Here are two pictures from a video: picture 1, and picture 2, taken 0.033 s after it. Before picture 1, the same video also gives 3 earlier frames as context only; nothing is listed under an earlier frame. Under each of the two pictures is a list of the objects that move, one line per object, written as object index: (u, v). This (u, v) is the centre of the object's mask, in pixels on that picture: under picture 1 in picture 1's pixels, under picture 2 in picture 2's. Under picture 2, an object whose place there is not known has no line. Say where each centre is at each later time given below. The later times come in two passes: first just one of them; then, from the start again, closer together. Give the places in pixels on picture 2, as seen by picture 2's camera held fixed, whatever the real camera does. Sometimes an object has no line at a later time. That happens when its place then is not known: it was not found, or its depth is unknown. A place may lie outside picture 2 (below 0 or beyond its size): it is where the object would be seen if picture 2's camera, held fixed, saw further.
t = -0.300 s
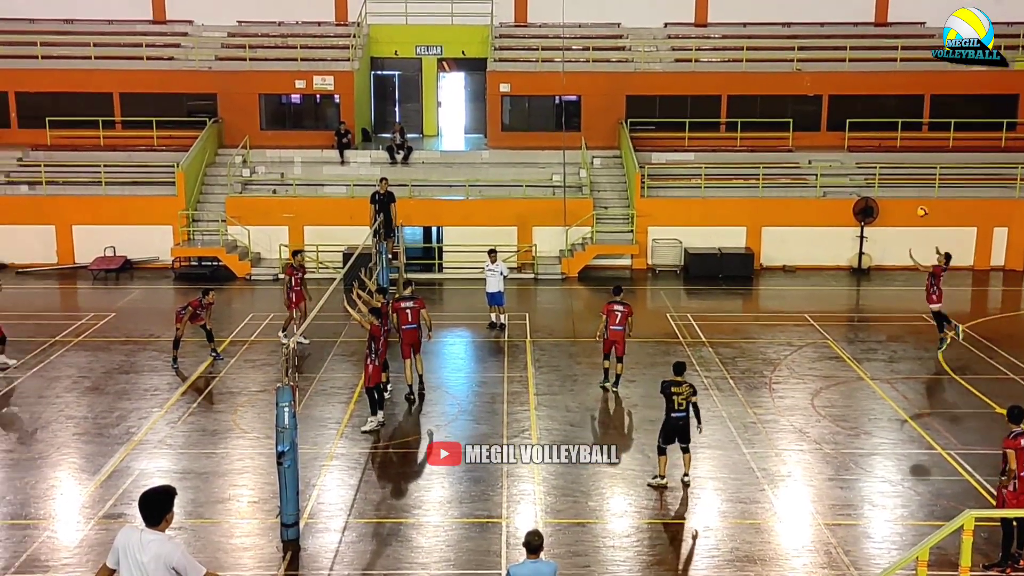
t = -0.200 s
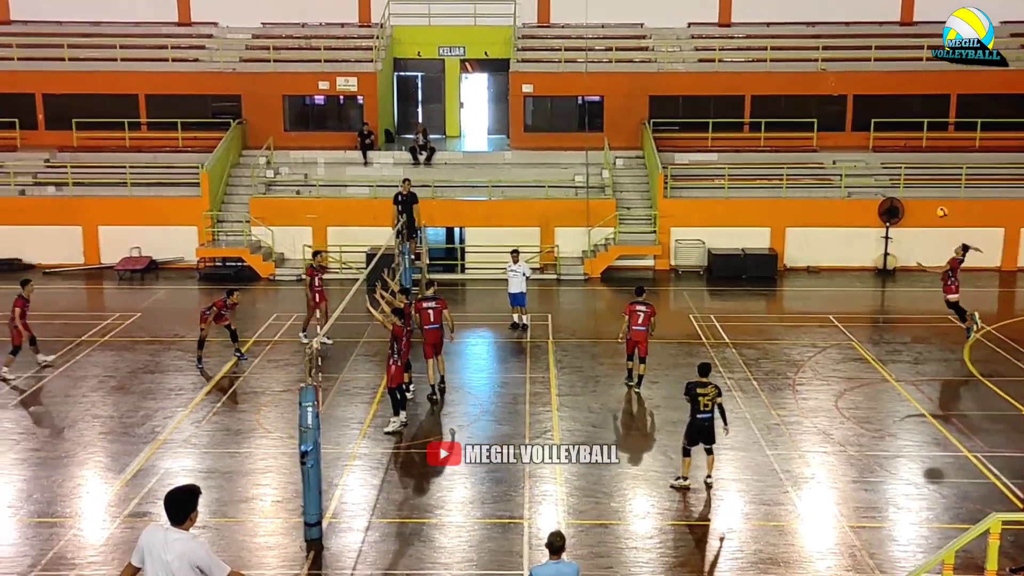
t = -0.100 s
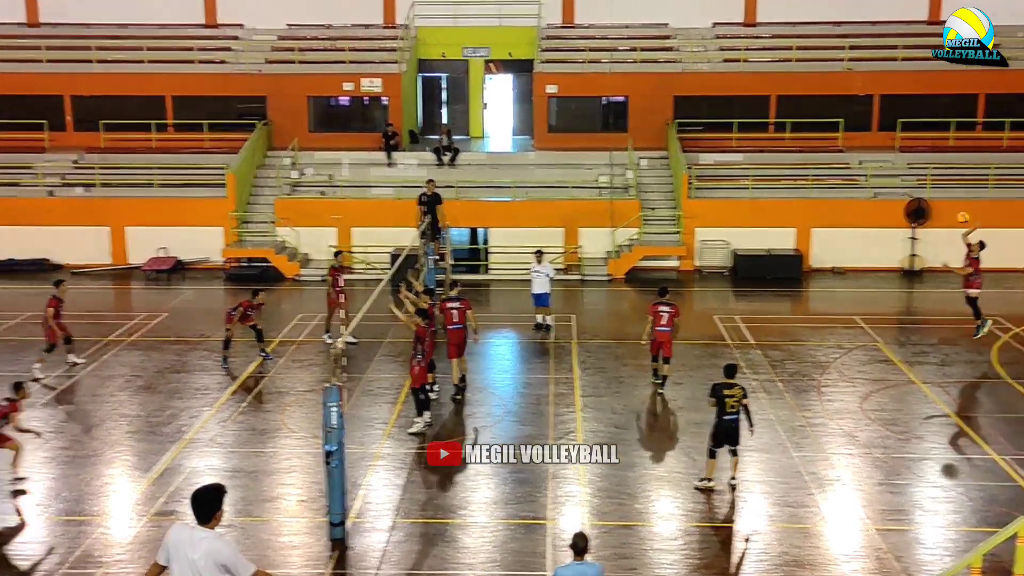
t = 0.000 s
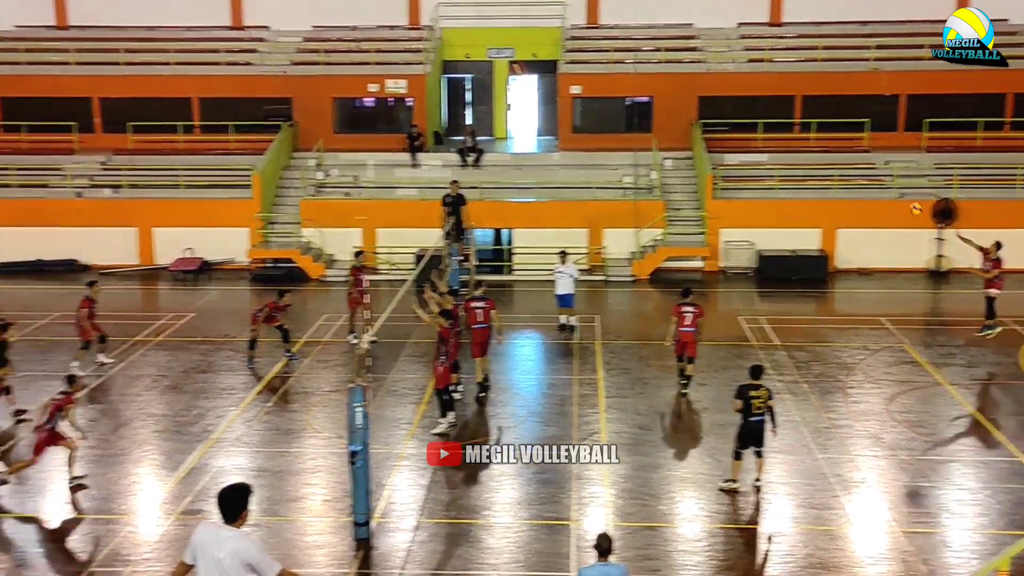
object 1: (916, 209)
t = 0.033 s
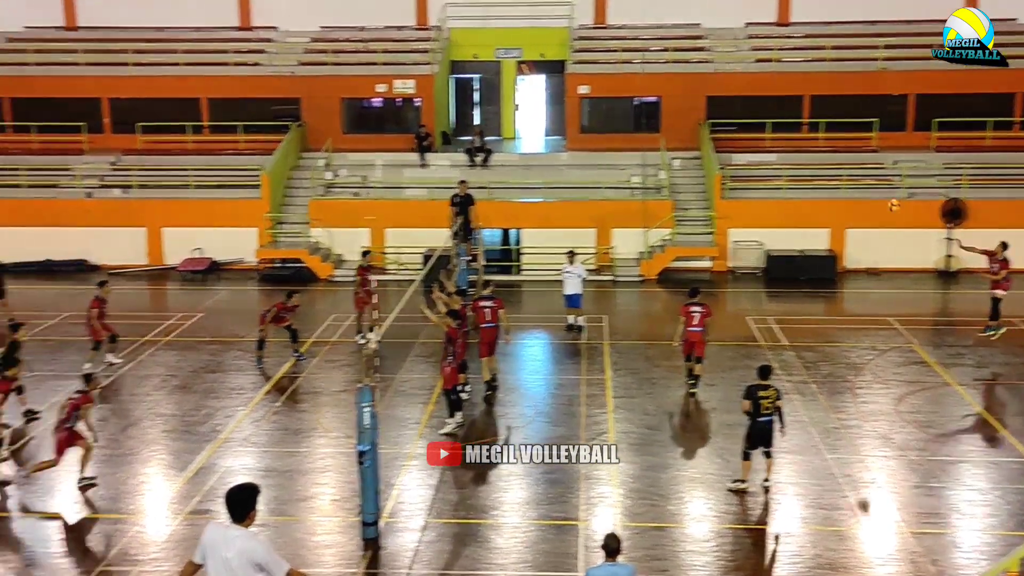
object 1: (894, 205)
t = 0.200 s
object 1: (744, 198)
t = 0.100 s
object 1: (834, 201)
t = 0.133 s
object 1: (803, 198)
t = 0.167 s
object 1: (773, 198)
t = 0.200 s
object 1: (744, 198)
